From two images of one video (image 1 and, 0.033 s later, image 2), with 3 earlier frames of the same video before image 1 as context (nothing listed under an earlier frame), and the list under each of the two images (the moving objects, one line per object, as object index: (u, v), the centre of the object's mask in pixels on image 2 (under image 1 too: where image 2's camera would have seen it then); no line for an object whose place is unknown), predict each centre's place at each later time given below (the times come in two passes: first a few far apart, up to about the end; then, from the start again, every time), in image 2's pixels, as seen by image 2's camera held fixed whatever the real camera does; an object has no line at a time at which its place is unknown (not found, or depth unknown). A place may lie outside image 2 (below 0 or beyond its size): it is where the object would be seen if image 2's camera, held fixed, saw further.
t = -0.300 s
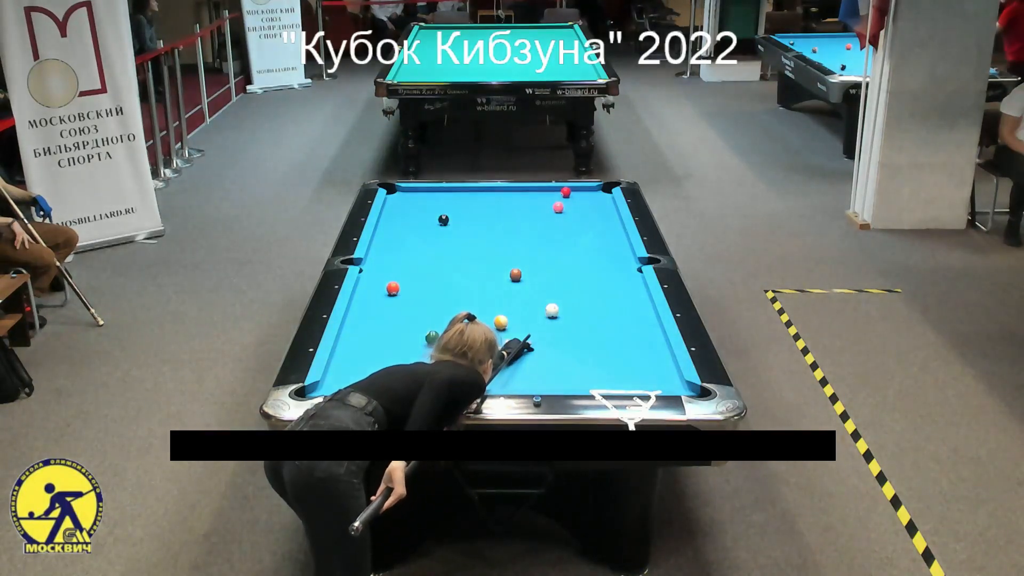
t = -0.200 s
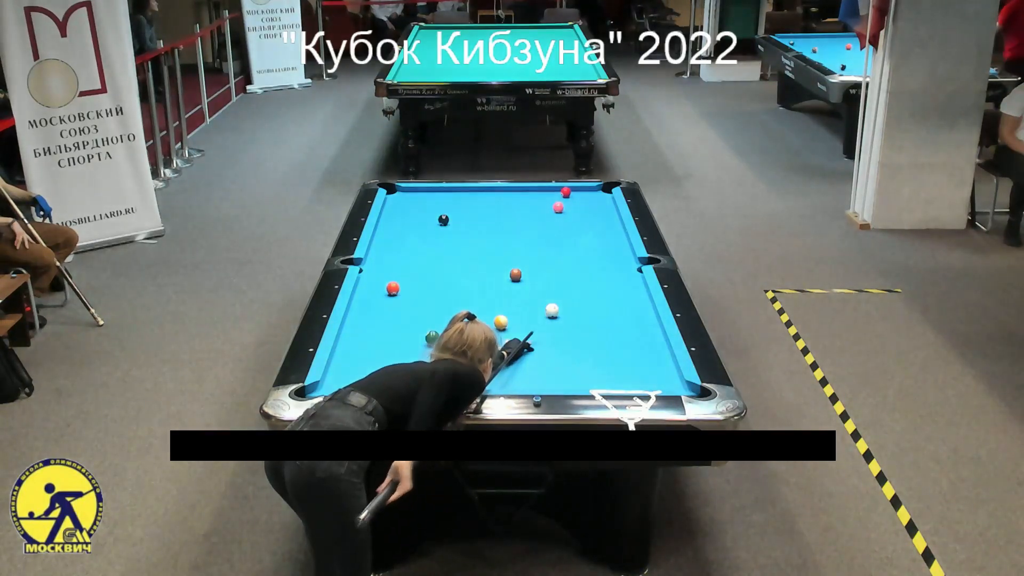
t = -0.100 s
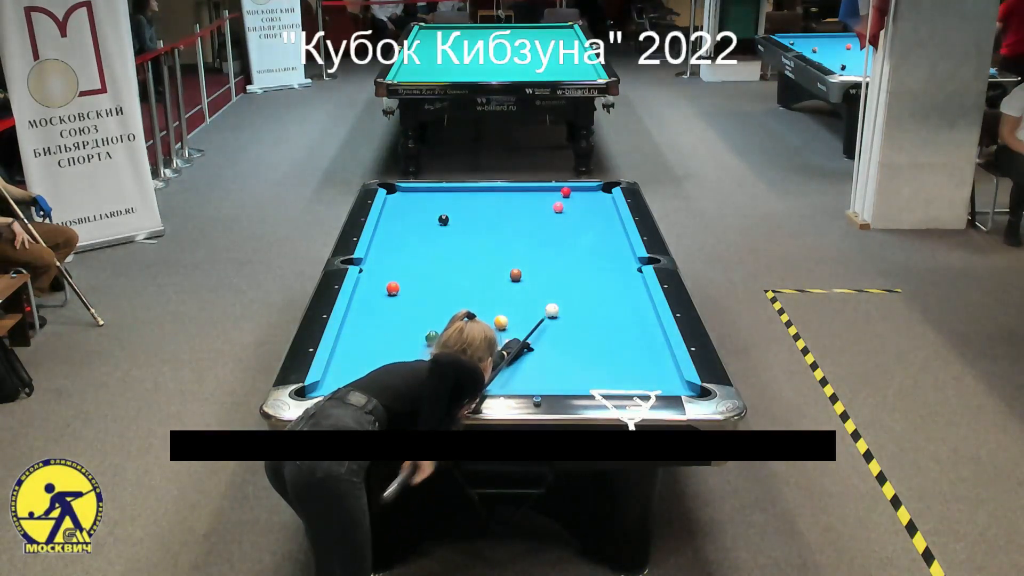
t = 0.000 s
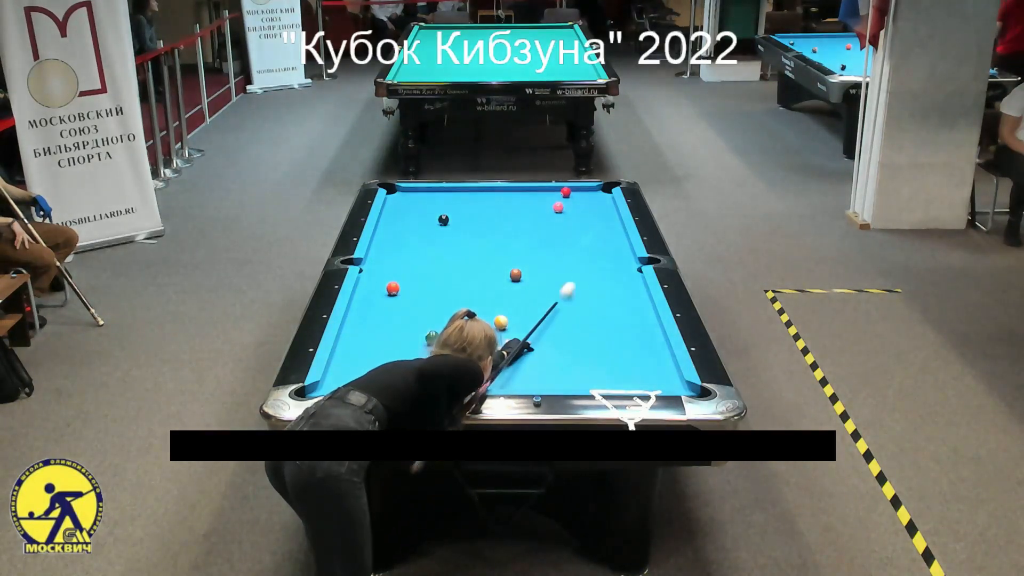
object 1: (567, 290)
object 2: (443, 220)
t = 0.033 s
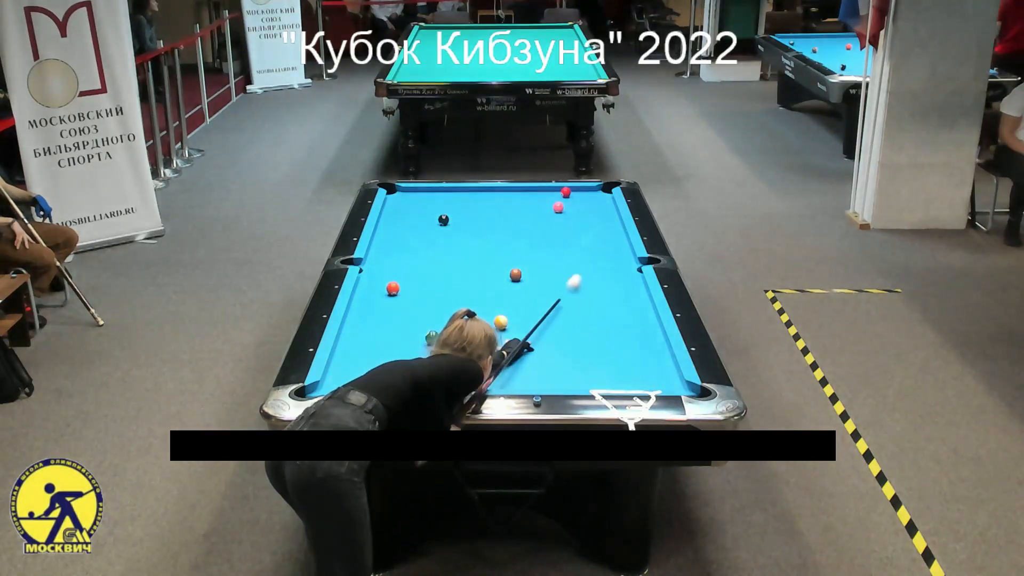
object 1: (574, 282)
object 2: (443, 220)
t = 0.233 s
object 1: (605, 243)
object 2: (443, 220)
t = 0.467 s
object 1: (604, 214)
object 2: (443, 220)
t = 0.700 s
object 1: (580, 191)
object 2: (443, 220)
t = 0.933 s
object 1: (580, 193)
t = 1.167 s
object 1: (585, 195)
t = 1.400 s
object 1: (590, 198)
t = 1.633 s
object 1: (595, 200)
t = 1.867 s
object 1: (600, 202)
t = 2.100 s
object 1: (604, 203)
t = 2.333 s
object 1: (607, 205)
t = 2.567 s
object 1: (611, 206)
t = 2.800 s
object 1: (611, 207)
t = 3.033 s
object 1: (610, 207)
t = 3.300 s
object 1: (610, 207)
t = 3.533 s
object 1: (610, 207)
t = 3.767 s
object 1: (610, 207)
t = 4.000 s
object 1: (610, 207)
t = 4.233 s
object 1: (610, 207)
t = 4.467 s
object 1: (610, 207)
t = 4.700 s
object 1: (610, 207)
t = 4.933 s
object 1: (610, 207)
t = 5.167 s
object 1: (610, 207)
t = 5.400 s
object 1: (610, 207)
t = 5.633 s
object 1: (610, 207)
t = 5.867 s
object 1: (610, 207)
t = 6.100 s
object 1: (610, 207)
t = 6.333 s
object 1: (610, 207)
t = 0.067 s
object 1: (580, 275)
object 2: (443, 220)
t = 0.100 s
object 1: (586, 267)
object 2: (443, 220)
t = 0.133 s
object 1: (591, 261)
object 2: (443, 220)
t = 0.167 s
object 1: (596, 255)
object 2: (443, 220)
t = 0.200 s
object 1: (601, 249)
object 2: (443, 220)
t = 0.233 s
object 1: (605, 243)
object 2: (443, 220)
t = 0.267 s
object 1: (609, 238)
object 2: (443, 220)
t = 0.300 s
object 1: (613, 233)
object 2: (443, 220)
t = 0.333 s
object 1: (617, 229)
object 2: (443, 220)
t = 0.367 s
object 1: (618, 225)
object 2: (443, 220)
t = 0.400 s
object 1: (613, 221)
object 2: (443, 220)
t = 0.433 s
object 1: (608, 217)
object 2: (443, 220)
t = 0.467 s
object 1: (604, 214)
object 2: (443, 220)
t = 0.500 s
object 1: (600, 210)
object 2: (443, 220)
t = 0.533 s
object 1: (597, 207)
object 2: (443, 220)
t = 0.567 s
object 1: (593, 204)
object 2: (443, 220)
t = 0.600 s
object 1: (590, 201)
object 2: (443, 220)
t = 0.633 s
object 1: (586, 197)
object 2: (443, 220)
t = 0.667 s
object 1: (583, 194)
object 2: (443, 220)
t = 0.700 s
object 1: (580, 191)
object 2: (443, 220)
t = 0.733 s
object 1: (577, 189)
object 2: (443, 220)
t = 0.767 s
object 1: (574, 189)
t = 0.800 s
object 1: (574, 191)
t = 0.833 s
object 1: (576, 191)
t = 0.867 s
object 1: (578, 192)
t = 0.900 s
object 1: (579, 192)
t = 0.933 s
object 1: (580, 193)
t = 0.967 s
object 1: (581, 193)
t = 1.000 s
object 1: (582, 193)
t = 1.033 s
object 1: (582, 194)
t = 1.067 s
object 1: (583, 194)
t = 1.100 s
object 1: (584, 195)
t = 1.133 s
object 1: (585, 195)
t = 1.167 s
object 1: (585, 195)
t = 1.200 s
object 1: (586, 196)
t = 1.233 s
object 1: (587, 196)
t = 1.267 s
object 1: (588, 196)
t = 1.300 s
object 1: (588, 197)
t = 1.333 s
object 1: (589, 197)
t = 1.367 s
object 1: (590, 197)
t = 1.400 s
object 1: (590, 198)
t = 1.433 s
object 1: (591, 198)
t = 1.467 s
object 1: (592, 198)
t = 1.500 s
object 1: (592, 198)
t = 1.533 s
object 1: (593, 199)
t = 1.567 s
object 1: (594, 199)
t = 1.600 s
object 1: (595, 199)
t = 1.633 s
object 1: (595, 200)
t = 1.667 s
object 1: (596, 200)
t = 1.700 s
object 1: (596, 200)
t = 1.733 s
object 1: (597, 201)
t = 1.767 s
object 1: (598, 201)
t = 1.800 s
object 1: (598, 201)
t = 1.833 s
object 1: (599, 201)
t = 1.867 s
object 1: (600, 202)
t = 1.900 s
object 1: (600, 202)
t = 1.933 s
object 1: (601, 202)
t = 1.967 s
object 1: (601, 203)
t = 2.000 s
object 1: (602, 203)
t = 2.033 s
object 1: (603, 203)
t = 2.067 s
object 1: (603, 203)
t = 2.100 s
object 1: (604, 203)
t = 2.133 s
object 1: (604, 204)
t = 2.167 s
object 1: (605, 204)
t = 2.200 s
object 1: (605, 204)
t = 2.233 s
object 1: (606, 204)
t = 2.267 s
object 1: (606, 204)
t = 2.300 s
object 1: (607, 205)
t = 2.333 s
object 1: (607, 205)
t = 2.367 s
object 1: (608, 205)
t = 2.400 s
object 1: (609, 205)
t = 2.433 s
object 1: (609, 205)
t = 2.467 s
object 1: (610, 206)
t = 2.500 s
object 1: (610, 206)
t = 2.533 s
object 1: (611, 206)
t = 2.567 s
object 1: (611, 206)
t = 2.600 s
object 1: (612, 206)
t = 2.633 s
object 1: (612, 206)
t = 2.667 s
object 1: (612, 206)
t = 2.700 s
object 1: (612, 206)
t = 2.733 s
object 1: (611, 207)
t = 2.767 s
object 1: (611, 207)
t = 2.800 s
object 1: (611, 207)
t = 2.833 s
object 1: (611, 207)
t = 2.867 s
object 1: (611, 207)
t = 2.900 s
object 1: (611, 207)
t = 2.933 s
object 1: (610, 207)
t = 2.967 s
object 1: (610, 207)
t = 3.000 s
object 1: (610, 207)
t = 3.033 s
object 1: (610, 207)
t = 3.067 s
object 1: (610, 207)
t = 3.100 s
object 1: (610, 207)
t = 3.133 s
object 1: (610, 207)
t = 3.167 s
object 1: (610, 207)
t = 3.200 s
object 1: (610, 207)
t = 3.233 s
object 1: (610, 207)
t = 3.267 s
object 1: (610, 207)
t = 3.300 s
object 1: (610, 207)
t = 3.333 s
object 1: (610, 207)
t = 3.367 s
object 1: (610, 207)
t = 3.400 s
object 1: (610, 207)
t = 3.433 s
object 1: (610, 207)
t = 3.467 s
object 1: (610, 207)
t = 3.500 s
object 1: (610, 207)
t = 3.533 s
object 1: (610, 207)
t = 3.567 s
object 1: (610, 207)
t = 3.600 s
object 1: (610, 207)
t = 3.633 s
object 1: (610, 207)
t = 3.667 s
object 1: (610, 207)
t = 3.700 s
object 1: (610, 207)
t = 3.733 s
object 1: (610, 207)
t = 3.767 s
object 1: (610, 207)
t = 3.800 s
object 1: (610, 207)
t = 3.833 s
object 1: (610, 207)
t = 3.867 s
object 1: (610, 207)
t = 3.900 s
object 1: (610, 207)
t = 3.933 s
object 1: (610, 207)
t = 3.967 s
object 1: (610, 207)
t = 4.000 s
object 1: (610, 207)
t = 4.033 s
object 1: (610, 207)
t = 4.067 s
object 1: (610, 207)
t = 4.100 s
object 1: (610, 207)
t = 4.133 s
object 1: (610, 207)
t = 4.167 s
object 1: (610, 207)
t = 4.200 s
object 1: (610, 207)
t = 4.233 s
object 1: (610, 207)
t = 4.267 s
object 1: (610, 207)
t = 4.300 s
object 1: (610, 207)
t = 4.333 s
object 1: (610, 207)
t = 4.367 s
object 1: (610, 207)
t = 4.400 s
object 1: (610, 207)
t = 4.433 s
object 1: (610, 207)
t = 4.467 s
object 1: (610, 207)
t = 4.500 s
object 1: (610, 207)
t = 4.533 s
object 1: (610, 207)
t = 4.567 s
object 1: (610, 207)
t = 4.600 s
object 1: (610, 207)
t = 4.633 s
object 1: (610, 207)
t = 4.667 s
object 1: (610, 207)
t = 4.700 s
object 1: (610, 207)
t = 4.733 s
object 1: (610, 207)
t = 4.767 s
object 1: (610, 207)
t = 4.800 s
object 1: (610, 207)
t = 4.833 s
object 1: (610, 207)
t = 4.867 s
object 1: (610, 207)
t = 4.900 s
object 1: (610, 207)
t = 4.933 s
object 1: (610, 207)
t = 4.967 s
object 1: (610, 207)
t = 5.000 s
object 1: (610, 207)
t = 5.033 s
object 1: (610, 207)
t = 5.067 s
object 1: (610, 207)
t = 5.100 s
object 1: (610, 207)
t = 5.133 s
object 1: (610, 207)
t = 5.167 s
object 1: (610, 207)
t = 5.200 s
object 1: (610, 207)
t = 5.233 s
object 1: (610, 207)
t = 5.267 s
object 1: (610, 207)
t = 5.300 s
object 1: (610, 207)
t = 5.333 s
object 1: (610, 207)
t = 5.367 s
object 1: (610, 207)
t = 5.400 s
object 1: (610, 207)
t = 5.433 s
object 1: (610, 207)
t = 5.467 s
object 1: (610, 207)
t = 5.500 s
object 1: (610, 207)
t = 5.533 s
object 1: (610, 207)
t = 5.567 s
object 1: (610, 207)
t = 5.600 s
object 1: (610, 207)
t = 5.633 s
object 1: (610, 207)
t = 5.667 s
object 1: (610, 207)
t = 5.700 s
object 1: (610, 207)
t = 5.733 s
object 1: (610, 207)
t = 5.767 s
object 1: (610, 207)
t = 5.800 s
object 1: (610, 207)
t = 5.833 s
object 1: (610, 207)
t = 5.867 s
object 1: (610, 207)
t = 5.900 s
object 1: (610, 207)
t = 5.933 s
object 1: (610, 207)
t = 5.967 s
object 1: (610, 207)
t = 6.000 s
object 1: (610, 207)
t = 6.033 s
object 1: (610, 207)
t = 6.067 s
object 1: (610, 207)
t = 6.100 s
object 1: (610, 207)
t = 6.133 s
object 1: (610, 207)
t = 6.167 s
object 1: (610, 207)
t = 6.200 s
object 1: (610, 207)
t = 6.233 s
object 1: (610, 207)
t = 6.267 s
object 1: (610, 207)
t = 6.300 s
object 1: (610, 207)
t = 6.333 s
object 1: (610, 207)
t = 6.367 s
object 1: (610, 207)
